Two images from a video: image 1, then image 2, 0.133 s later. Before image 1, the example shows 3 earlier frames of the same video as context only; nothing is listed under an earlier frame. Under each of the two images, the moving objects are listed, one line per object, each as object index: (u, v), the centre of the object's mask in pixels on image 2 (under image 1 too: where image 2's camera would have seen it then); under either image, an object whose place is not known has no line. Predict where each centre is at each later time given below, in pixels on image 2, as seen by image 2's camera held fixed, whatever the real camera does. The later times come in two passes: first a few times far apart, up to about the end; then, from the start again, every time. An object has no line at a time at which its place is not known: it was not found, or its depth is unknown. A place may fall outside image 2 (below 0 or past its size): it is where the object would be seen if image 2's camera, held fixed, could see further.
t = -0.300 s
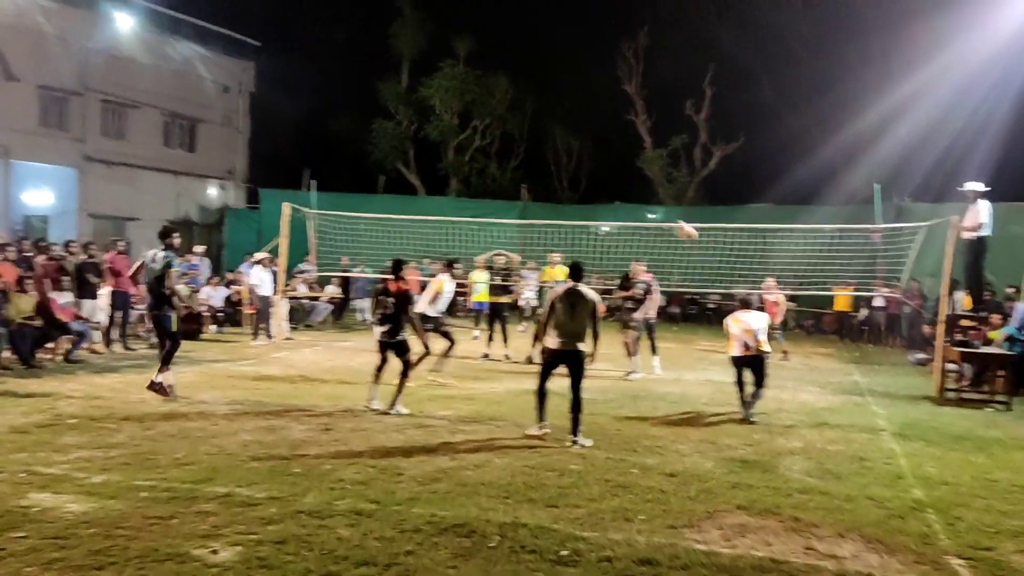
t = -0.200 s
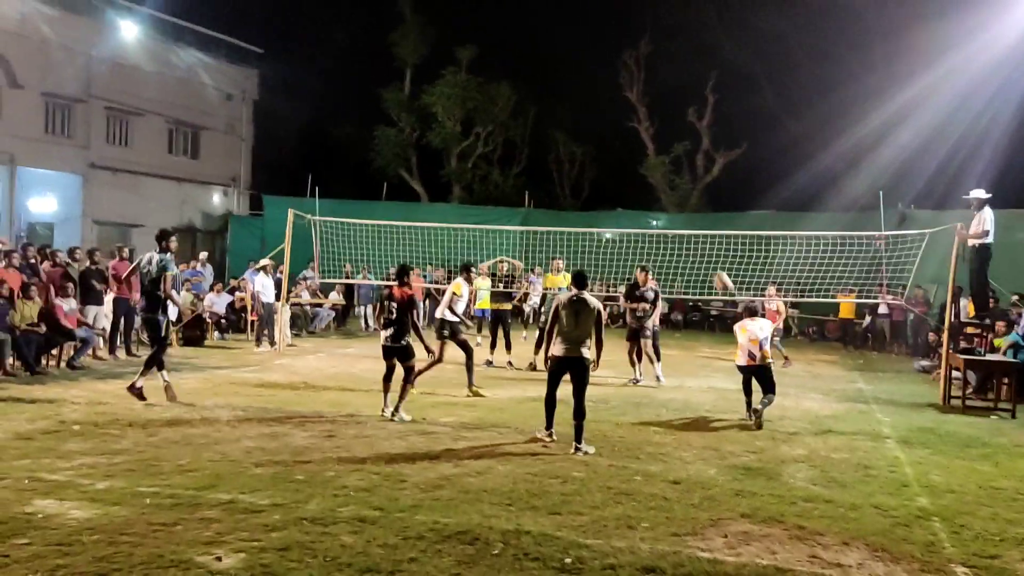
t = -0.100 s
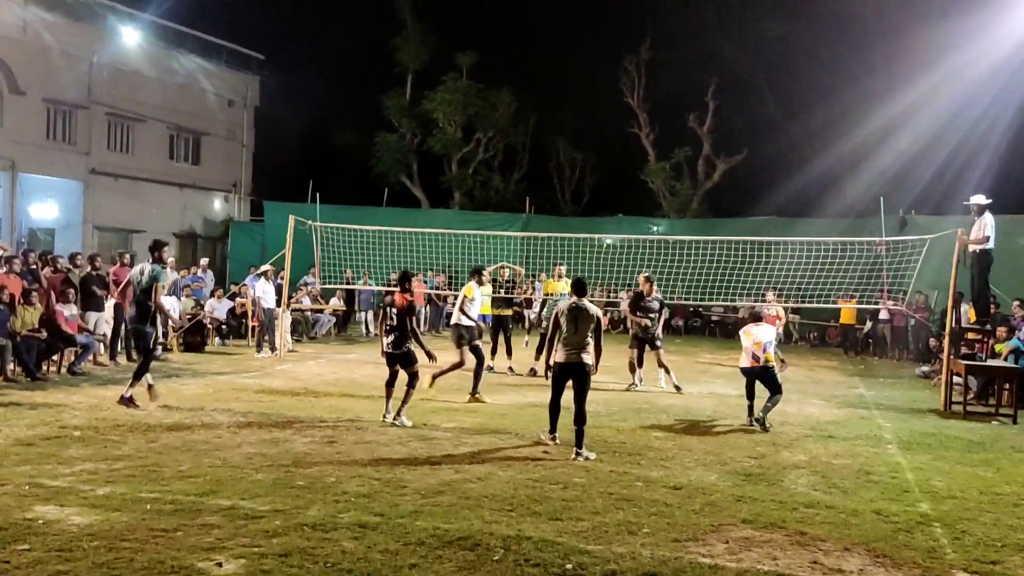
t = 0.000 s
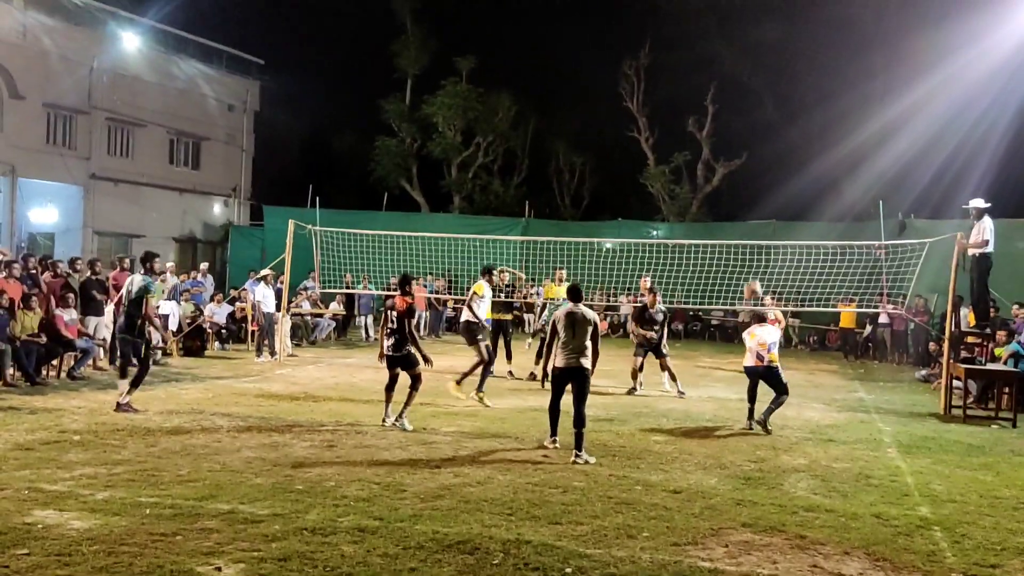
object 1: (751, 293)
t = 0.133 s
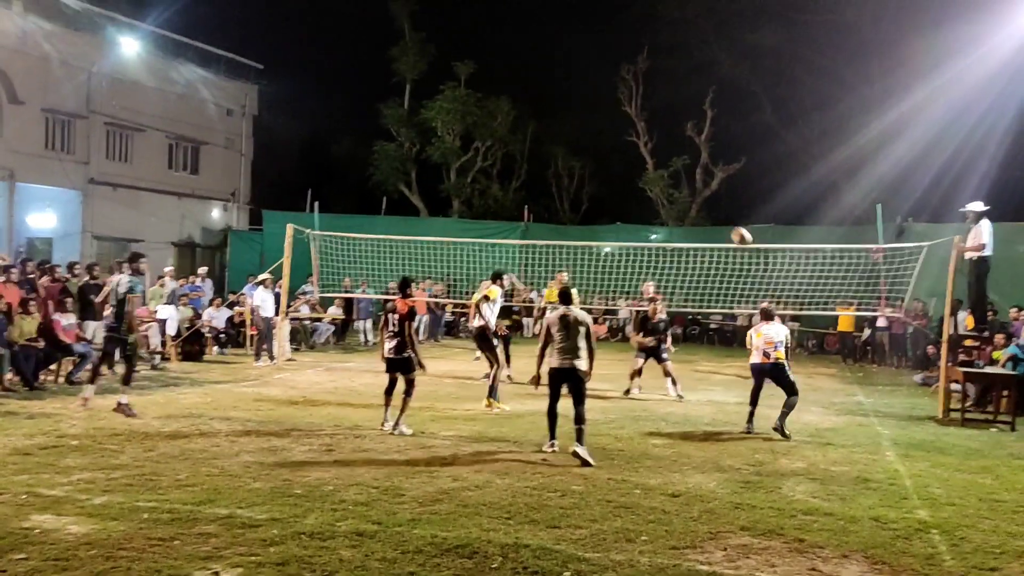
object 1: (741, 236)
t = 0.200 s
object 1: (737, 214)
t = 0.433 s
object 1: (721, 165)
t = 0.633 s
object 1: (708, 155)
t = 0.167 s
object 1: (739, 225)
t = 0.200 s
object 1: (737, 214)
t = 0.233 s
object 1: (735, 205)
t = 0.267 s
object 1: (733, 196)
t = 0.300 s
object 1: (730, 188)
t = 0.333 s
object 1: (728, 181)
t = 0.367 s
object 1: (725, 175)
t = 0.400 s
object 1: (723, 170)
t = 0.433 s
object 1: (721, 165)
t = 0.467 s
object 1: (719, 162)
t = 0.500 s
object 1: (717, 159)
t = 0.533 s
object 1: (715, 157)
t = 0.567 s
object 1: (712, 155)
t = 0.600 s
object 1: (711, 155)
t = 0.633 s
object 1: (708, 155)
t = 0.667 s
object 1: (706, 157)
